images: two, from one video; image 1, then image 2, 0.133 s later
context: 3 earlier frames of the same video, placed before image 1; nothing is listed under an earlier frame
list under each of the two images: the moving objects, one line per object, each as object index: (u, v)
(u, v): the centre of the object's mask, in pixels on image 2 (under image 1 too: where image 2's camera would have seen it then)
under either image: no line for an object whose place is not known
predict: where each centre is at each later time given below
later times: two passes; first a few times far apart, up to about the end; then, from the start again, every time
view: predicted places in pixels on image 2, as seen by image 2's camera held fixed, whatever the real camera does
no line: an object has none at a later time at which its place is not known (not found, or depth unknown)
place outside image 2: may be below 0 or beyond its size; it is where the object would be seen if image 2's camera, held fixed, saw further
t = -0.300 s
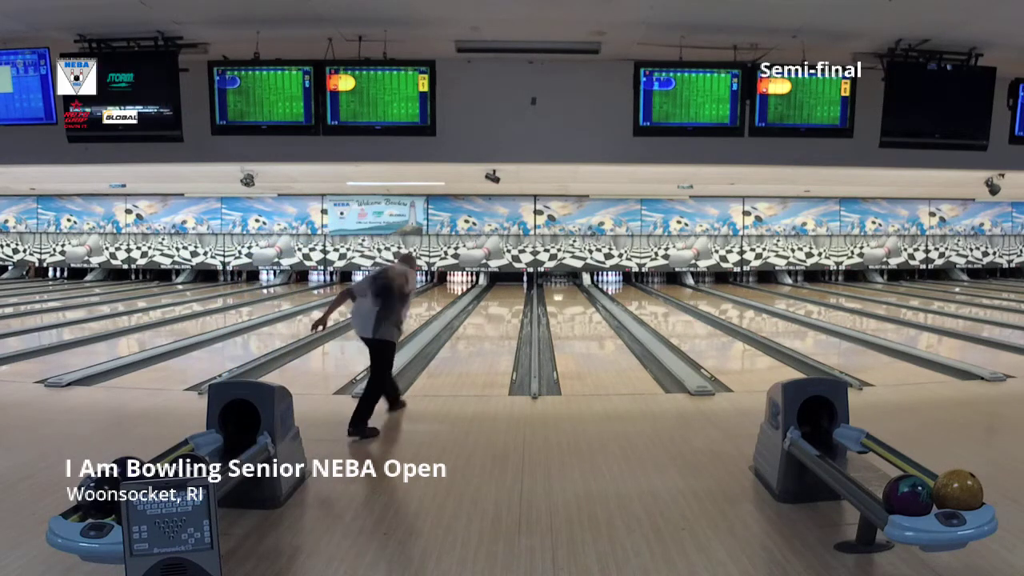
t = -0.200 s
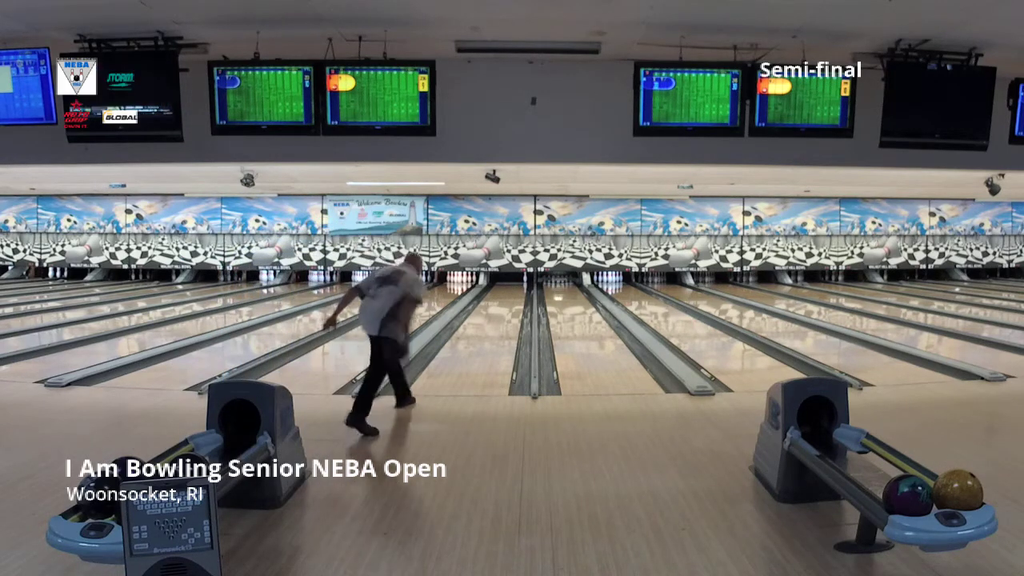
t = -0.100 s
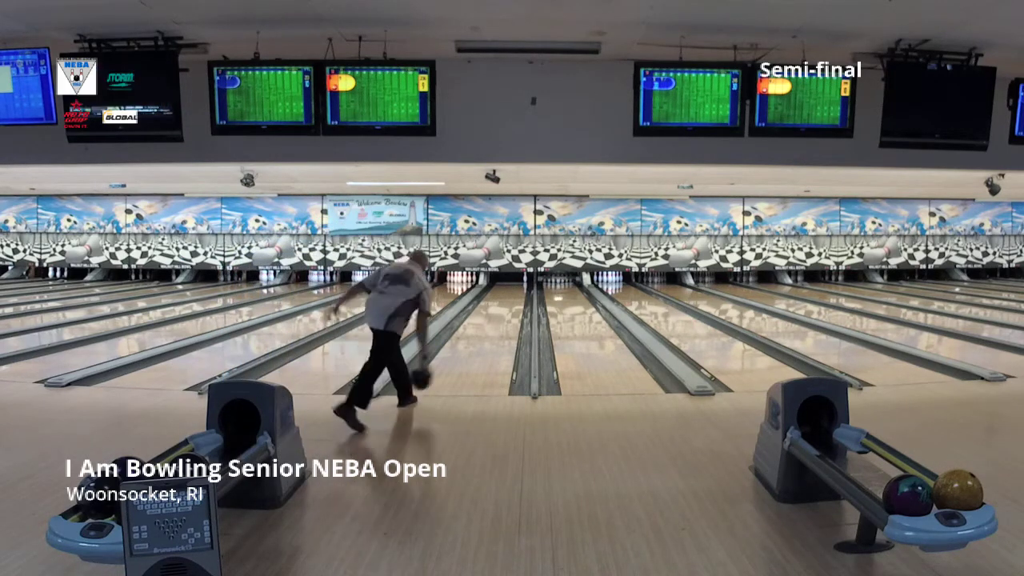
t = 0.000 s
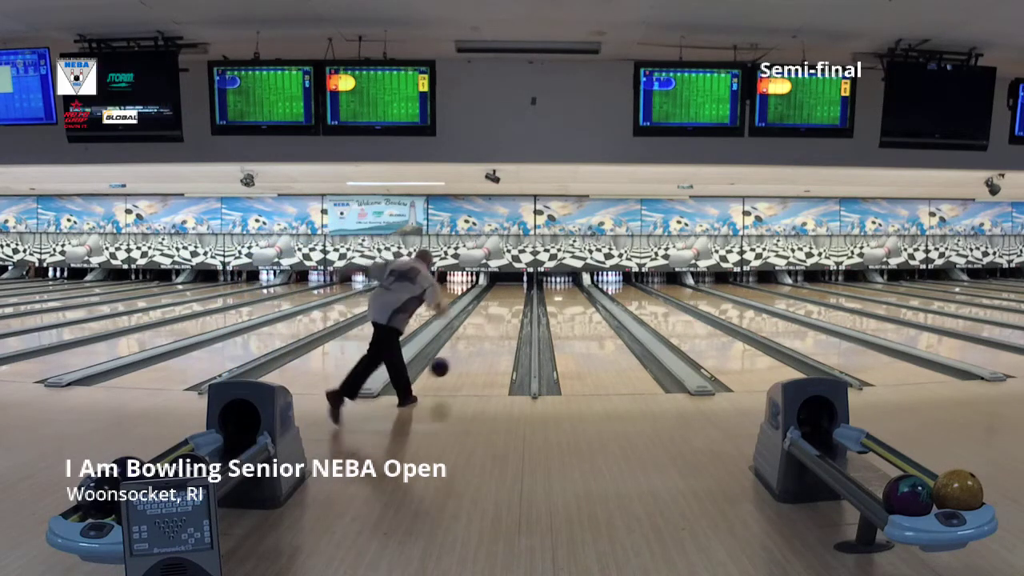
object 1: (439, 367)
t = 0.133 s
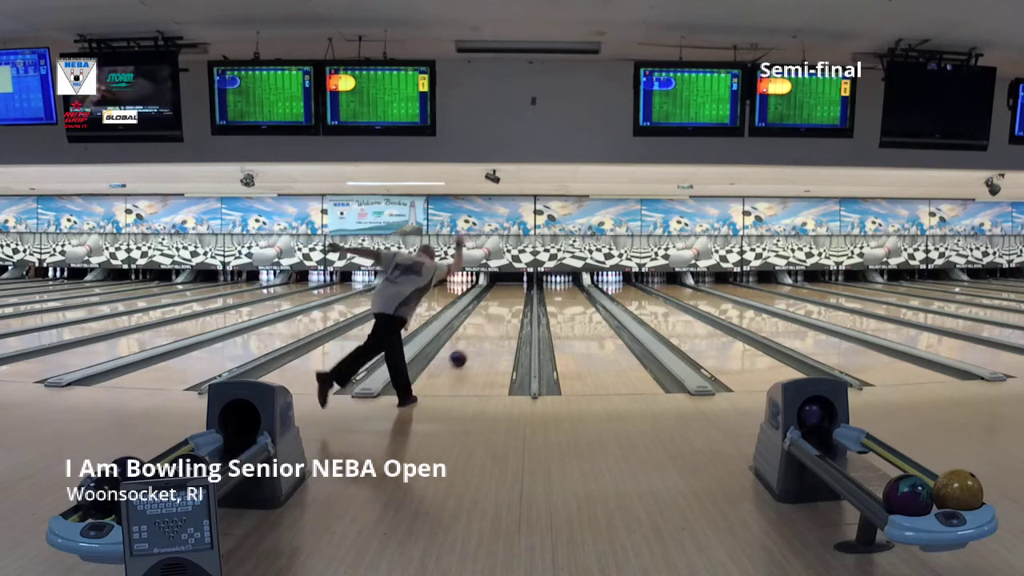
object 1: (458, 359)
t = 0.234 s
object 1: (469, 347)
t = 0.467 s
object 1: (487, 327)
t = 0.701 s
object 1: (500, 314)
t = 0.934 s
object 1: (510, 303)
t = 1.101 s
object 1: (514, 298)
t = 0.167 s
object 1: (462, 354)
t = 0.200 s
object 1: (465, 351)
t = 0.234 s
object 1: (469, 347)
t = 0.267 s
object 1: (472, 344)
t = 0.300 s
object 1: (475, 341)
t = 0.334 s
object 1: (477, 337)
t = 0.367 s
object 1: (480, 335)
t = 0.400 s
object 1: (483, 332)
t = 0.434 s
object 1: (485, 330)
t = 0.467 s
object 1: (487, 327)
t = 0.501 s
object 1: (489, 325)
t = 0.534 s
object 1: (492, 323)
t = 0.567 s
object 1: (493, 321)
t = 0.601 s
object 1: (495, 319)
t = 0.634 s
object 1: (497, 317)
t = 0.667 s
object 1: (498, 315)
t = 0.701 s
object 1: (500, 314)
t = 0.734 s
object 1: (502, 312)
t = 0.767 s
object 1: (503, 310)
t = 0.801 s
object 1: (505, 309)
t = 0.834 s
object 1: (506, 308)
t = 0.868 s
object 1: (507, 306)
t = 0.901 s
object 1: (508, 305)
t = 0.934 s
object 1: (510, 303)
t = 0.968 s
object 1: (510, 302)
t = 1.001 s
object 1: (512, 301)
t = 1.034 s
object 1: (513, 300)
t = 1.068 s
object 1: (514, 299)
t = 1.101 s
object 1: (514, 298)
